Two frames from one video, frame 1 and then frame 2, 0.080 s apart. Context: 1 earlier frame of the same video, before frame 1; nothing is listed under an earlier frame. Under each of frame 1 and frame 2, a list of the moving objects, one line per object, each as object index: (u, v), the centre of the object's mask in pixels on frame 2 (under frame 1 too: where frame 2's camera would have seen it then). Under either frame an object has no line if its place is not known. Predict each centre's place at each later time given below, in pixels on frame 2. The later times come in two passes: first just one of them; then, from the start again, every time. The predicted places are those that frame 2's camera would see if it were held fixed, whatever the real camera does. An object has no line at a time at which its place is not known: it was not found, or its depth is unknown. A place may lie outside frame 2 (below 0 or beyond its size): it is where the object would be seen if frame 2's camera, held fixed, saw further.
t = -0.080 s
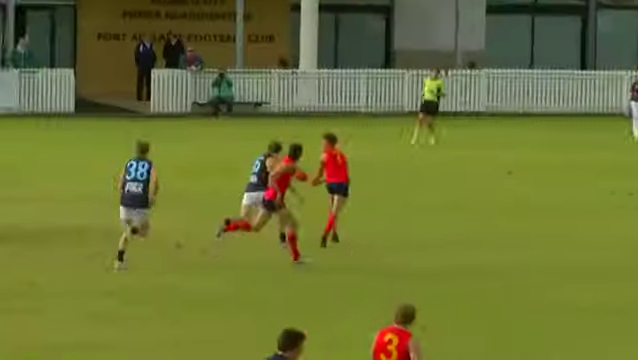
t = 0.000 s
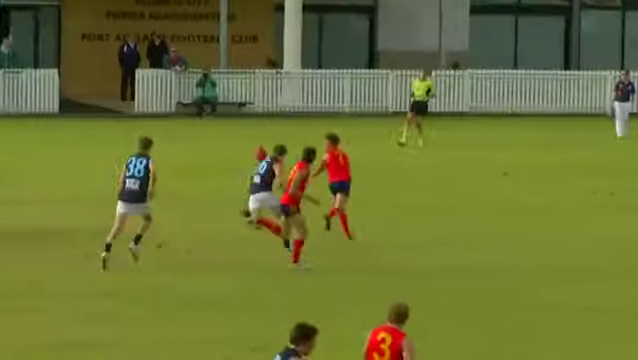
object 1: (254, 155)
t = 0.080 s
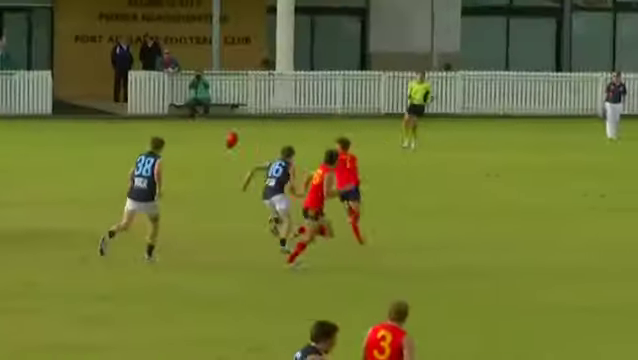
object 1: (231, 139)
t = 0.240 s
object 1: (189, 118)
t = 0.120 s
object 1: (220, 133)
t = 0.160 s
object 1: (211, 127)
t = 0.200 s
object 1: (199, 122)
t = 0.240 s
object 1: (189, 118)
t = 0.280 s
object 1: (176, 115)
